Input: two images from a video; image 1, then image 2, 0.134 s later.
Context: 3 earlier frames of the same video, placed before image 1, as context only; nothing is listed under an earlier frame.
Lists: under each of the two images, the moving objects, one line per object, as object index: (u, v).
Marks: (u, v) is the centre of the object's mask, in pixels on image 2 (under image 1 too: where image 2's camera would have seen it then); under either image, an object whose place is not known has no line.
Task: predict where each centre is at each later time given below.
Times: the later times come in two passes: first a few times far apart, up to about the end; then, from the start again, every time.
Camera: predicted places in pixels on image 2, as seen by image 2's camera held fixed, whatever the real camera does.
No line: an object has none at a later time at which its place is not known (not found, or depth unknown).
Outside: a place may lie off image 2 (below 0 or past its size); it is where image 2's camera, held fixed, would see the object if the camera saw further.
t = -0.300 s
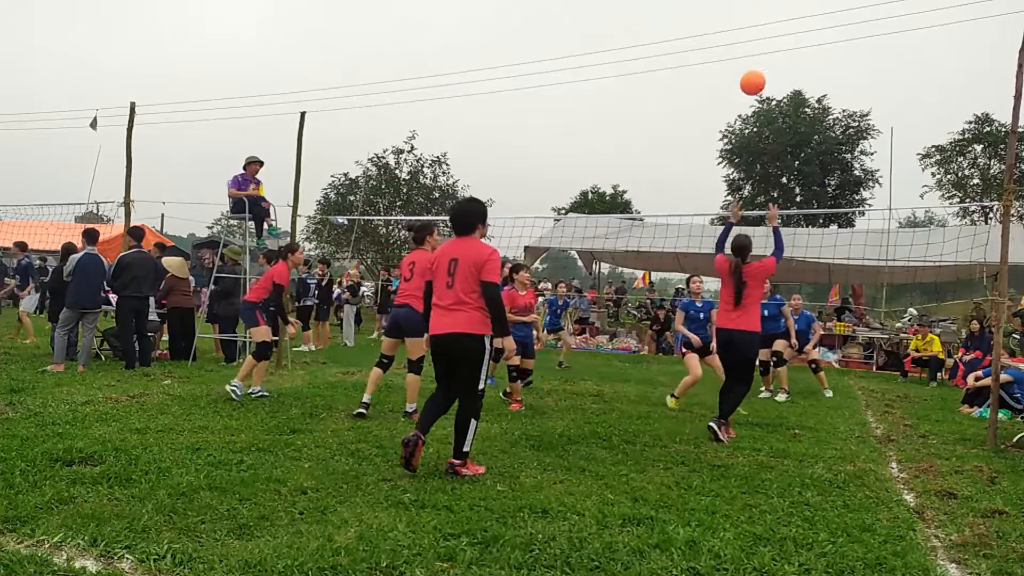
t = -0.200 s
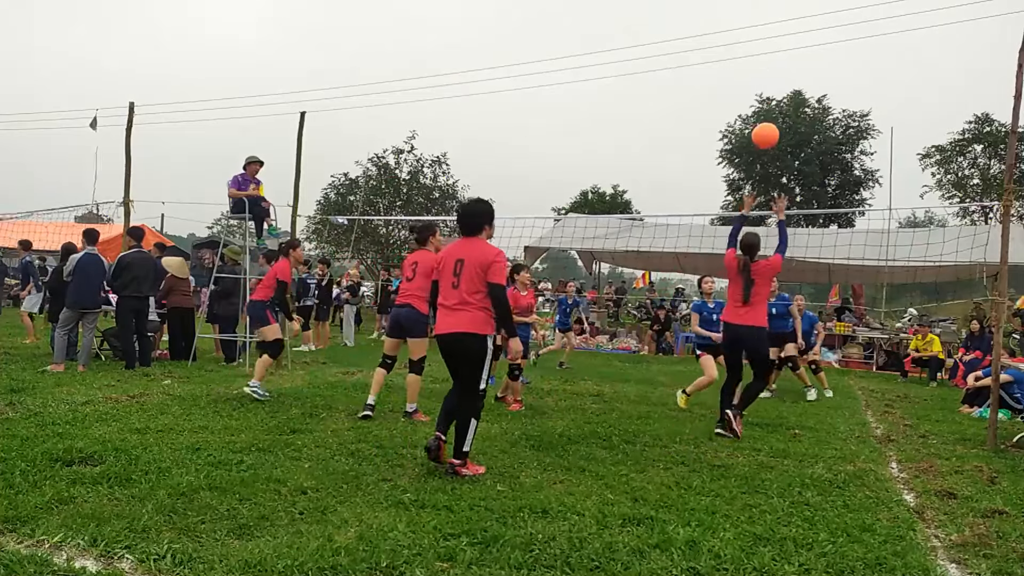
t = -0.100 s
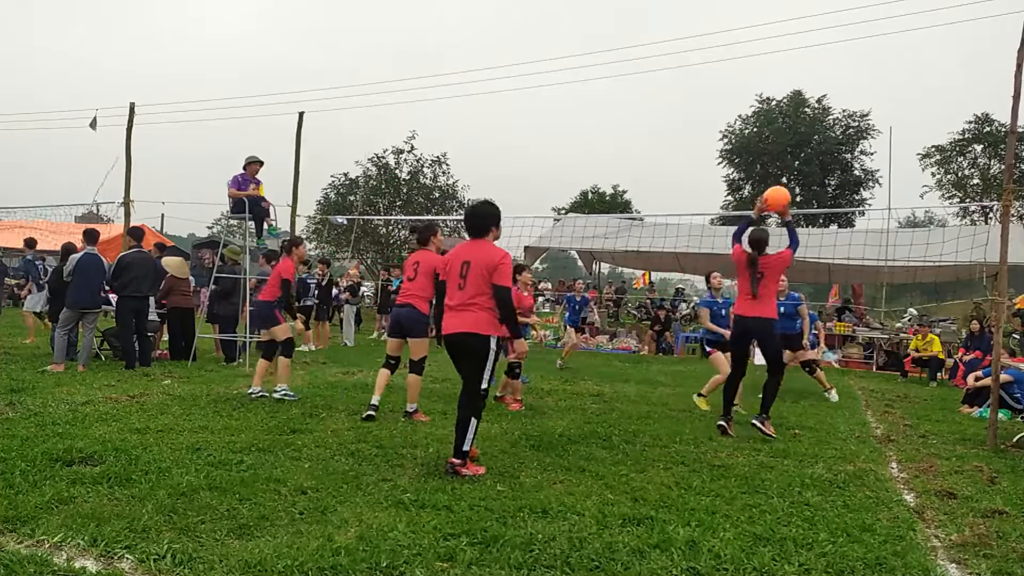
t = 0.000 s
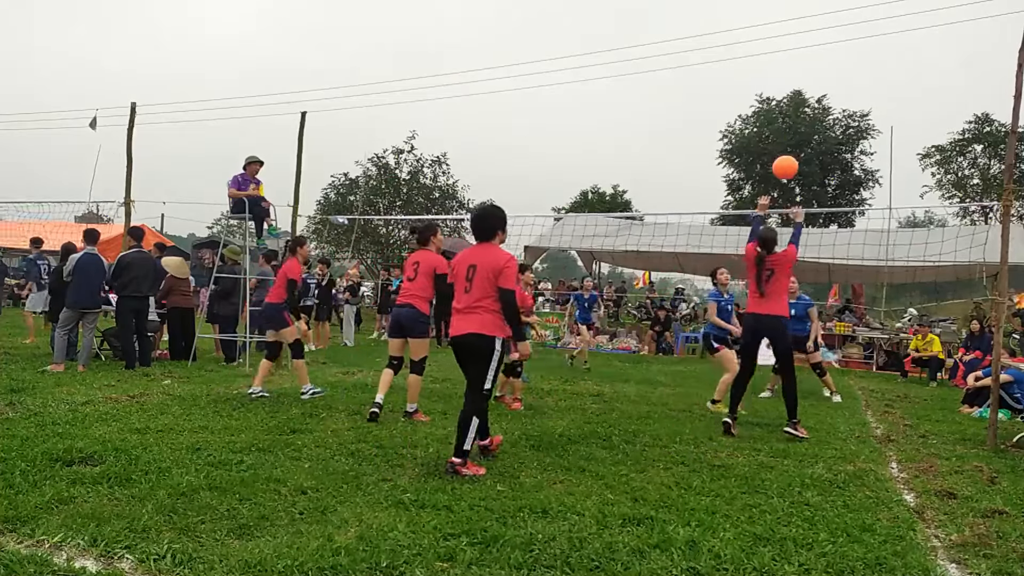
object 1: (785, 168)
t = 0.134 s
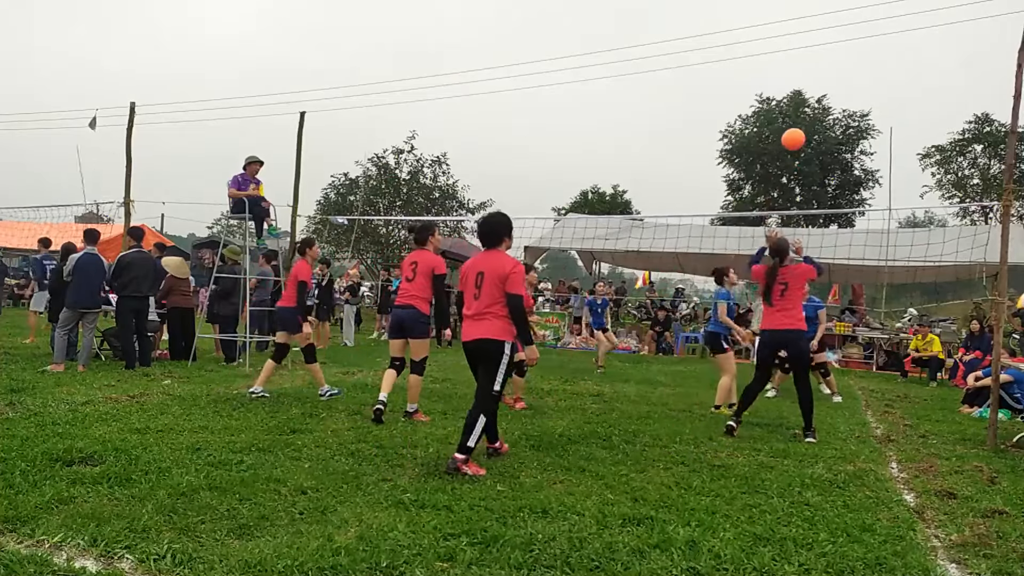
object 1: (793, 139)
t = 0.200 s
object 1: (796, 134)
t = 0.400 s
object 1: (801, 144)
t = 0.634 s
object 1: (802, 189)
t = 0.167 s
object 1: (795, 136)
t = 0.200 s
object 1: (796, 134)
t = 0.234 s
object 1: (797, 133)
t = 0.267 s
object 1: (798, 134)
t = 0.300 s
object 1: (799, 135)
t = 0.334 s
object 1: (800, 137)
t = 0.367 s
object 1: (801, 140)
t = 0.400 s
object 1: (801, 144)
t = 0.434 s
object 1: (801, 149)
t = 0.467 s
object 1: (802, 154)
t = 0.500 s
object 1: (802, 160)
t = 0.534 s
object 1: (802, 167)
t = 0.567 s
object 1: (802, 173)
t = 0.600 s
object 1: (802, 181)
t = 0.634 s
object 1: (802, 189)
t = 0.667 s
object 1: (801, 198)
